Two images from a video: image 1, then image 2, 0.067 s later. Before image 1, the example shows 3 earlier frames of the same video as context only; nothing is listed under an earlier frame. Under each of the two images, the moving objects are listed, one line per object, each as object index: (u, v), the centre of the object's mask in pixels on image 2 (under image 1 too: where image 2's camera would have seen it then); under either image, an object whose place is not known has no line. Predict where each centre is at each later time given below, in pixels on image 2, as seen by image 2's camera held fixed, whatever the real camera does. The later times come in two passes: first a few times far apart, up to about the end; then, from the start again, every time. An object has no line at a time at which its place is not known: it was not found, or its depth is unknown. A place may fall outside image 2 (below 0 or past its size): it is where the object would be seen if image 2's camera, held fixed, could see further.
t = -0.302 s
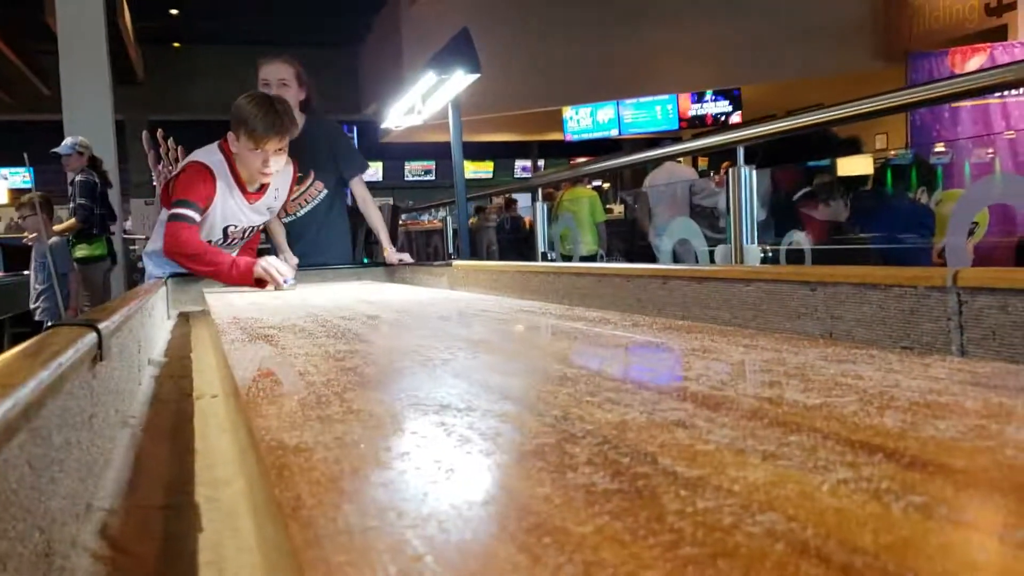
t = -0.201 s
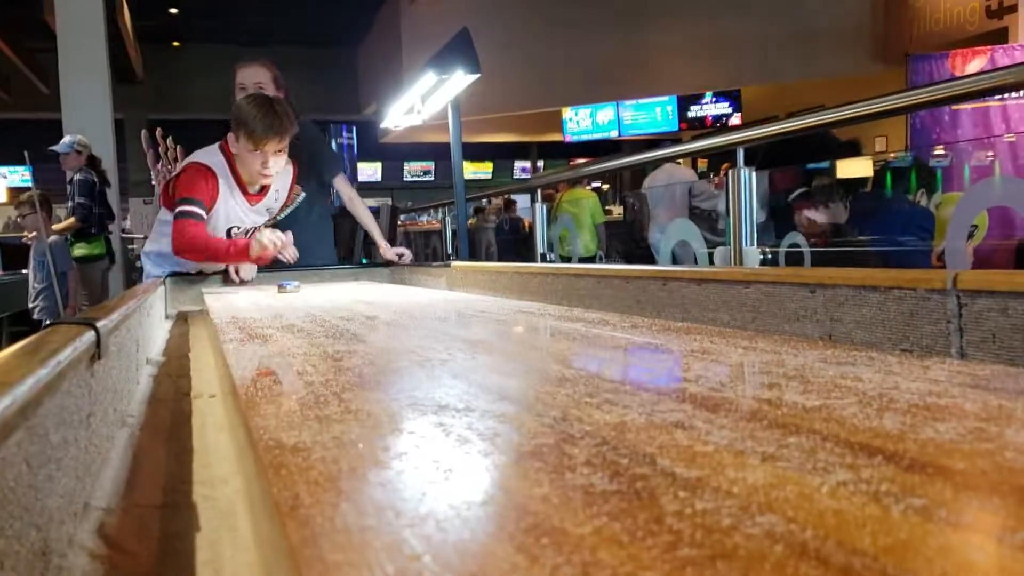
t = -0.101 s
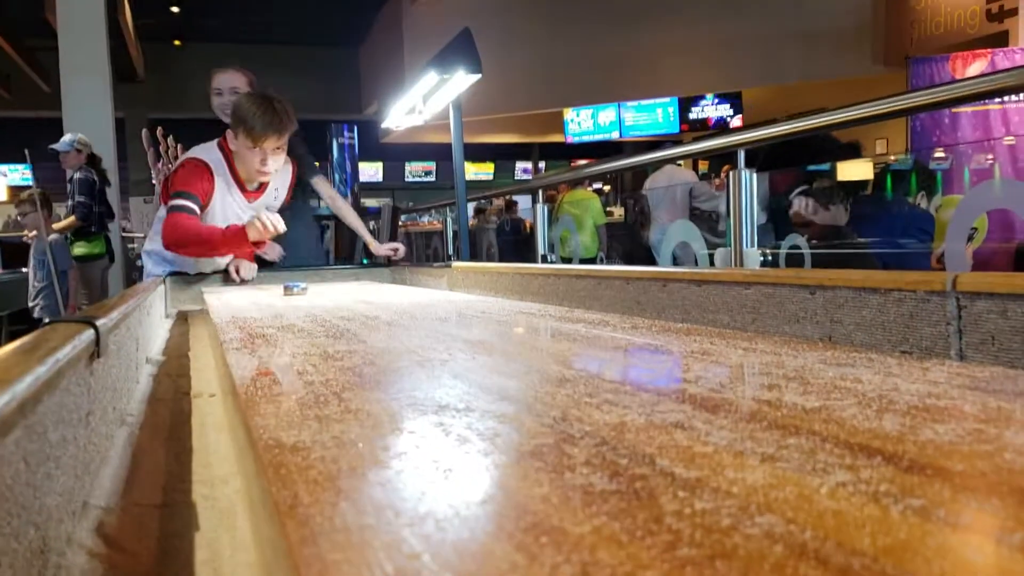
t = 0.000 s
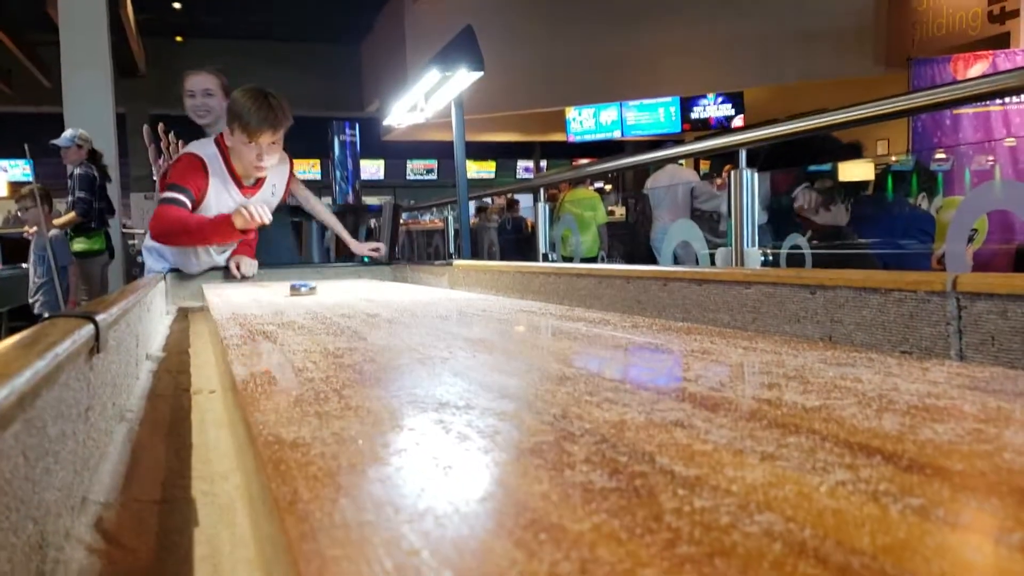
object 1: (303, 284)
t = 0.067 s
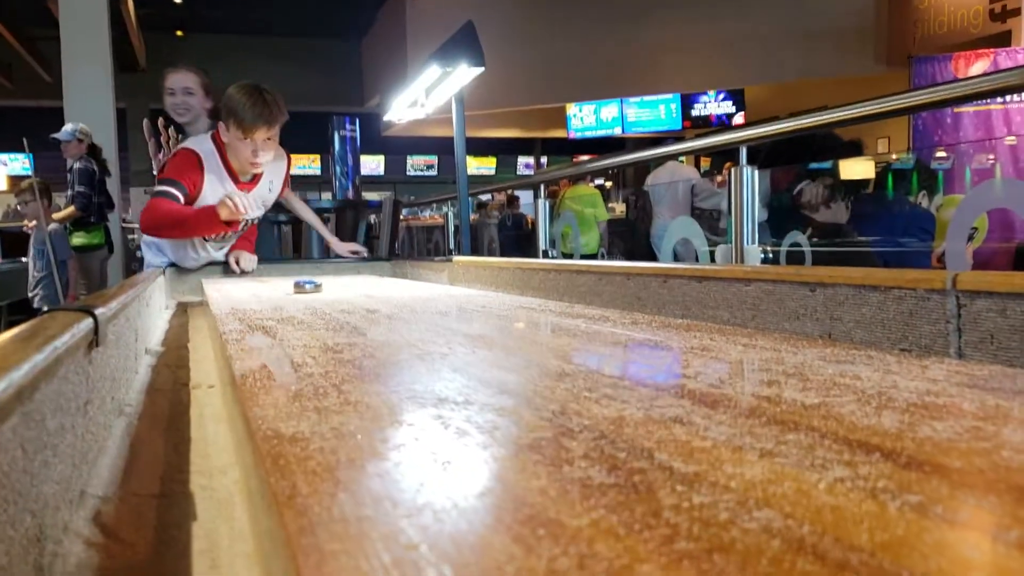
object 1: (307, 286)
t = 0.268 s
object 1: (326, 293)
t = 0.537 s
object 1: (362, 307)
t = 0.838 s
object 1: (432, 335)
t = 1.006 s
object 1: (500, 360)
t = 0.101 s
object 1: (310, 287)
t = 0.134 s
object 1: (313, 288)
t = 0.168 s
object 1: (316, 290)
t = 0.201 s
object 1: (319, 291)
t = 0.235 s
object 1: (323, 292)
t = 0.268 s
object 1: (326, 293)
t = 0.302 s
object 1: (330, 295)
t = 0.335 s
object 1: (334, 296)
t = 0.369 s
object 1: (338, 298)
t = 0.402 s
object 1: (342, 300)
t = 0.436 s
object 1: (347, 301)
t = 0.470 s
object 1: (351, 303)
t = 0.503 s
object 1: (357, 305)
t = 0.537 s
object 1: (362, 307)
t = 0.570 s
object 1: (368, 310)
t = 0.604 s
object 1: (375, 312)
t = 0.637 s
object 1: (381, 315)
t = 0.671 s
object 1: (388, 317)
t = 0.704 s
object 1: (396, 320)
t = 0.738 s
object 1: (404, 323)
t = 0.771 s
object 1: (413, 327)
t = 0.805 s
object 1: (422, 330)
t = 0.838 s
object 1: (432, 335)
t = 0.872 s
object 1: (444, 339)
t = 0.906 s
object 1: (456, 343)
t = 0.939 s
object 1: (469, 348)
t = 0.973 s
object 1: (484, 354)
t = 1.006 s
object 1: (500, 360)
